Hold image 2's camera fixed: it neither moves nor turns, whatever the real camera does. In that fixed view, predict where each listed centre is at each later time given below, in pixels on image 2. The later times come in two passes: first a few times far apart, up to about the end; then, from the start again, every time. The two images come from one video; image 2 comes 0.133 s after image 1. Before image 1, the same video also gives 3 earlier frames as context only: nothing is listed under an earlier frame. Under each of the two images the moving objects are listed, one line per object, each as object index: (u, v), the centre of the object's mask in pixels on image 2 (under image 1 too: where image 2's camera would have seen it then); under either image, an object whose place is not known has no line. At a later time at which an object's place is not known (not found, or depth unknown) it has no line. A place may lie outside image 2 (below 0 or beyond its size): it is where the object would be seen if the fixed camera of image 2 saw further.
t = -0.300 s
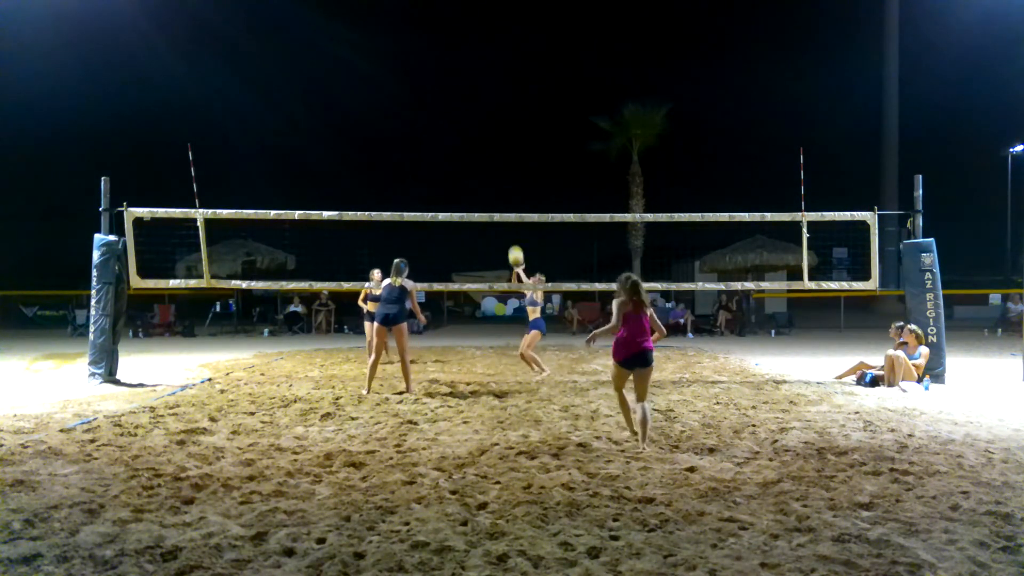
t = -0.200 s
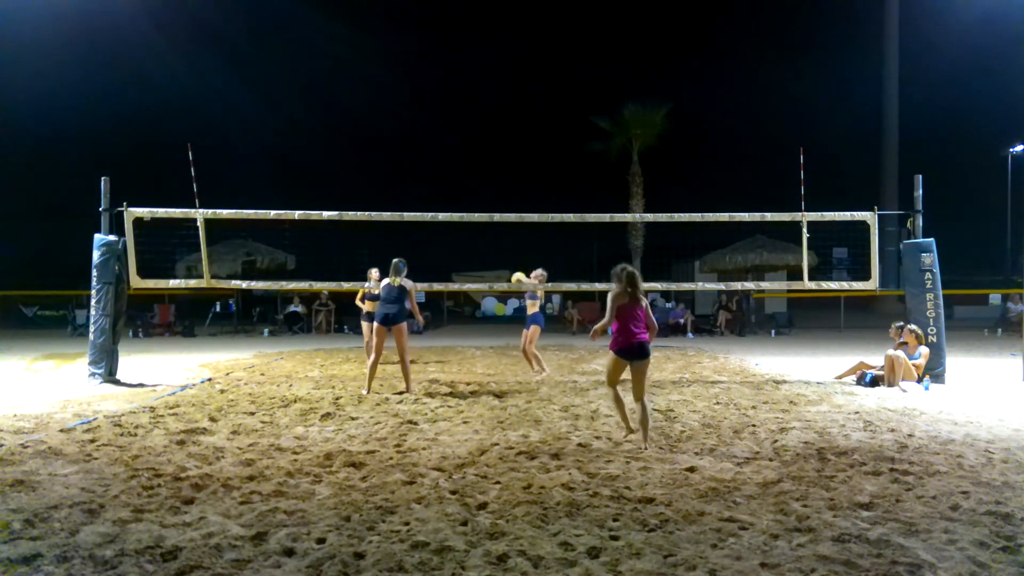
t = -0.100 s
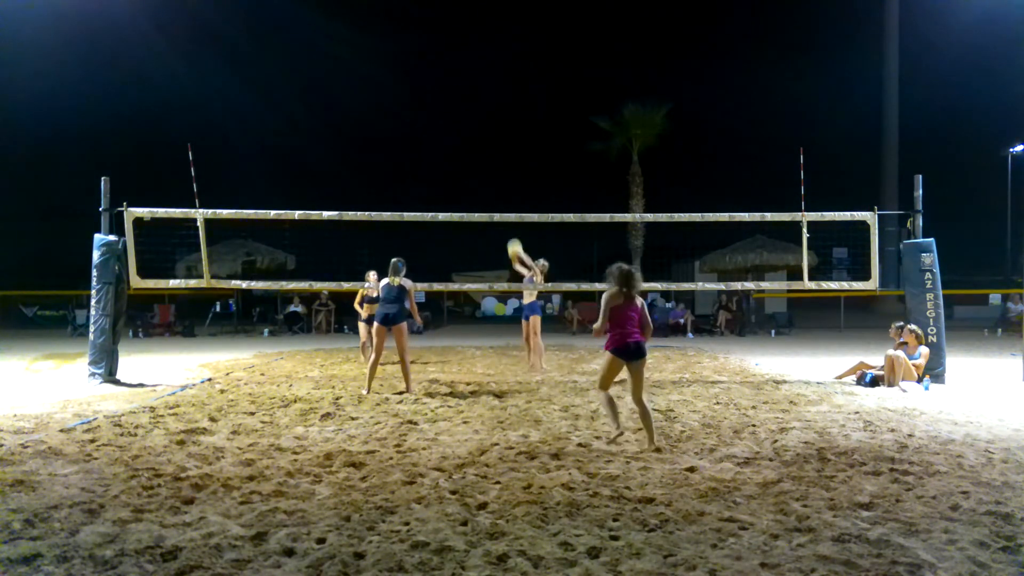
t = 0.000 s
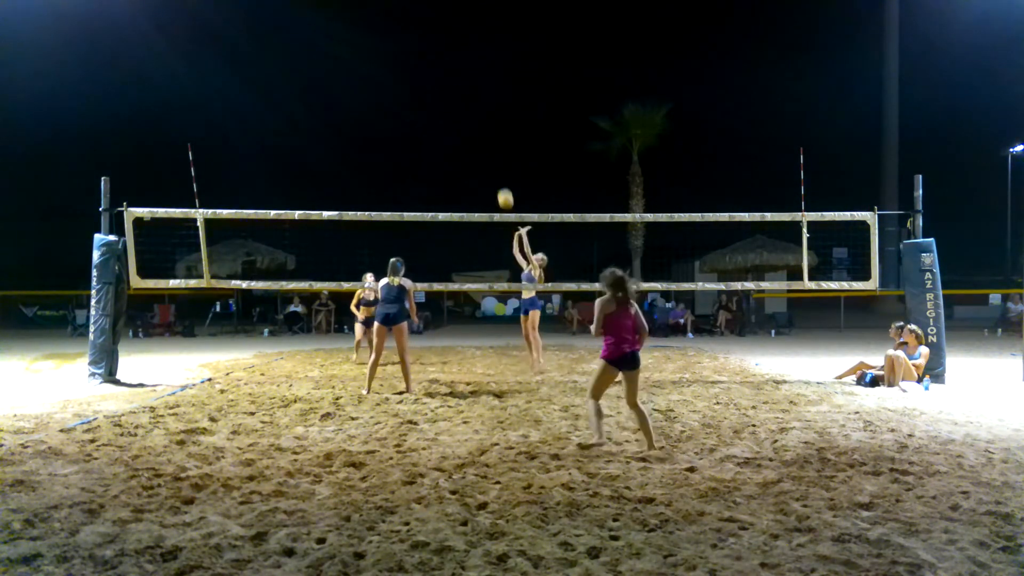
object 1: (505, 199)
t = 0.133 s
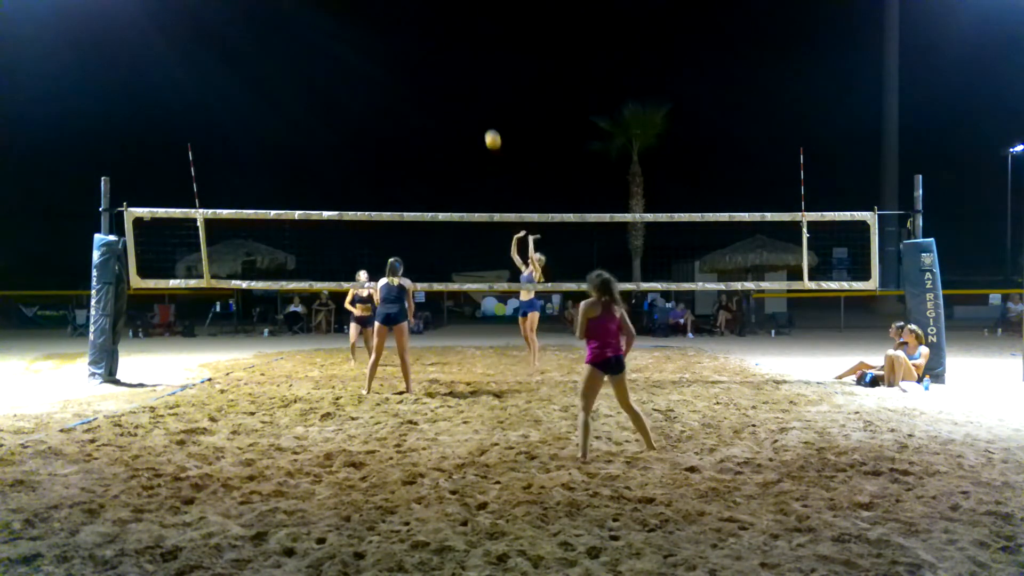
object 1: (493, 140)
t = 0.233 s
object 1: (484, 104)
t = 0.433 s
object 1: (466, 51)
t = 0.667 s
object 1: (444, 24)
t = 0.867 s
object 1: (425, 31)
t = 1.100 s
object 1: (403, 76)
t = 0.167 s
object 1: (490, 127)
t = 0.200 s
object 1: (487, 115)
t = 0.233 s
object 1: (484, 104)
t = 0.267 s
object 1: (481, 93)
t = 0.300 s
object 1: (478, 83)
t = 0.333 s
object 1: (475, 74)
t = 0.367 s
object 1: (472, 65)
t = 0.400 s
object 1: (469, 58)
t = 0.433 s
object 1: (466, 51)
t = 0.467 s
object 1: (463, 45)
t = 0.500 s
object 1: (459, 40)
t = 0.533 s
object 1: (456, 35)
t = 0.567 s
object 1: (453, 31)
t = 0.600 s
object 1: (450, 28)
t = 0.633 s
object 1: (447, 25)
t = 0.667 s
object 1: (444, 24)
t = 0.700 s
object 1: (441, 23)
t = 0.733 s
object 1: (438, 23)
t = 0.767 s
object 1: (434, 24)
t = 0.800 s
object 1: (431, 25)
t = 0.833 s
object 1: (428, 28)
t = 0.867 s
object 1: (425, 31)
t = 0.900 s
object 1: (422, 35)
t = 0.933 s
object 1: (419, 40)
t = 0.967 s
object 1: (416, 45)
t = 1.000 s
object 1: (413, 52)
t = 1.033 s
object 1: (409, 59)
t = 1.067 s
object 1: (406, 67)
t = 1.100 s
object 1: (403, 76)
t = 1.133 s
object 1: (400, 86)
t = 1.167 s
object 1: (397, 97)
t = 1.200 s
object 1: (394, 108)
